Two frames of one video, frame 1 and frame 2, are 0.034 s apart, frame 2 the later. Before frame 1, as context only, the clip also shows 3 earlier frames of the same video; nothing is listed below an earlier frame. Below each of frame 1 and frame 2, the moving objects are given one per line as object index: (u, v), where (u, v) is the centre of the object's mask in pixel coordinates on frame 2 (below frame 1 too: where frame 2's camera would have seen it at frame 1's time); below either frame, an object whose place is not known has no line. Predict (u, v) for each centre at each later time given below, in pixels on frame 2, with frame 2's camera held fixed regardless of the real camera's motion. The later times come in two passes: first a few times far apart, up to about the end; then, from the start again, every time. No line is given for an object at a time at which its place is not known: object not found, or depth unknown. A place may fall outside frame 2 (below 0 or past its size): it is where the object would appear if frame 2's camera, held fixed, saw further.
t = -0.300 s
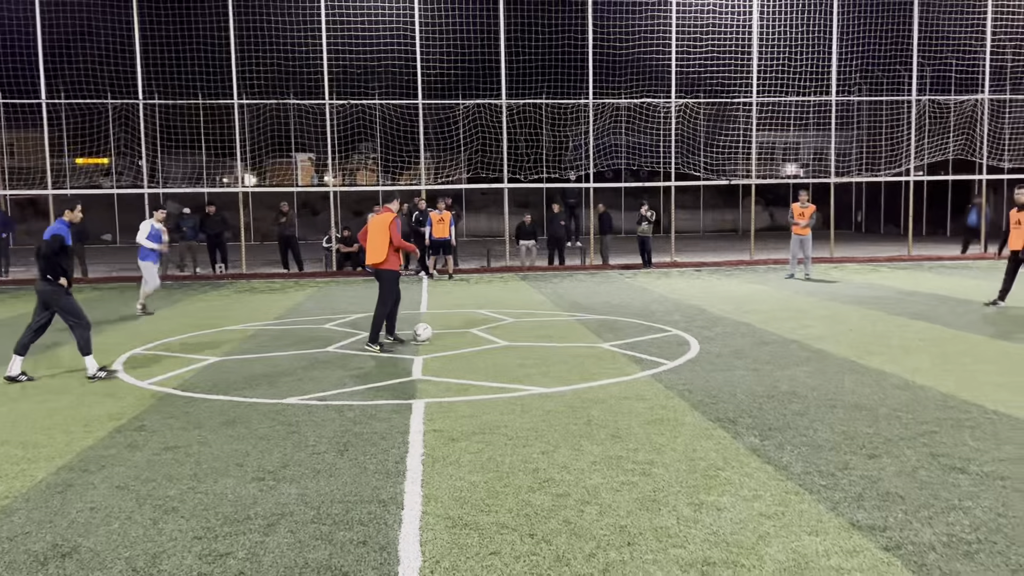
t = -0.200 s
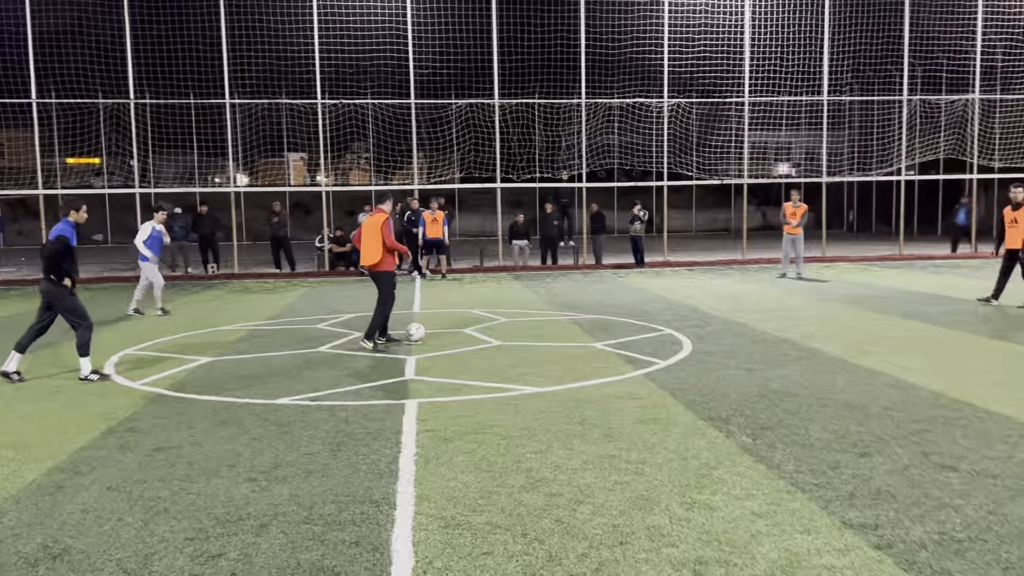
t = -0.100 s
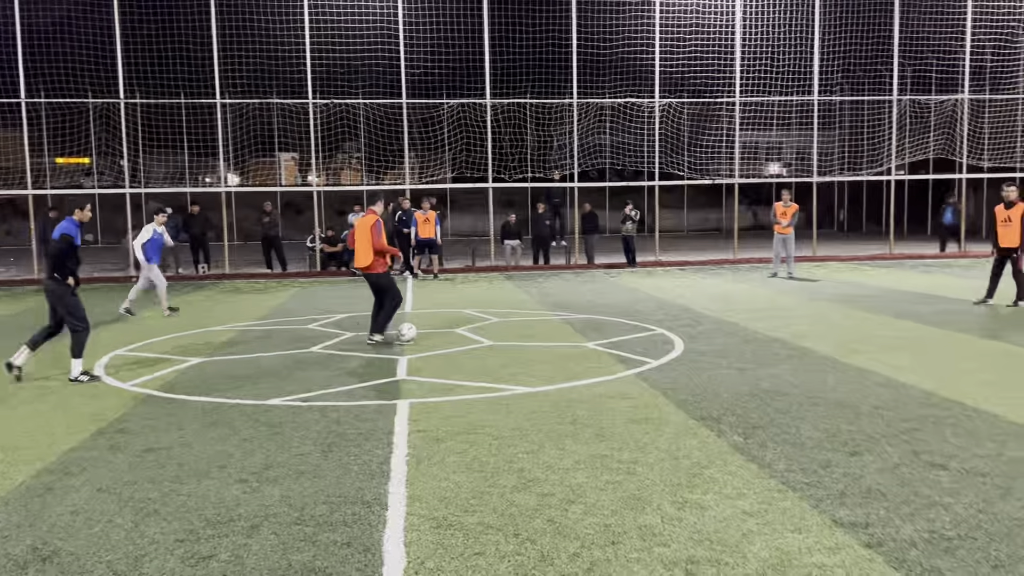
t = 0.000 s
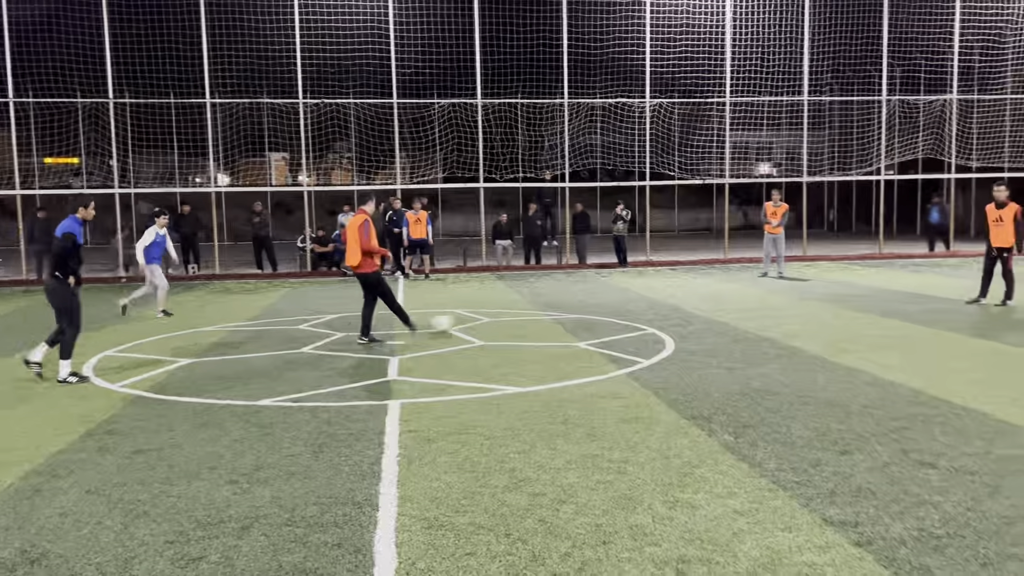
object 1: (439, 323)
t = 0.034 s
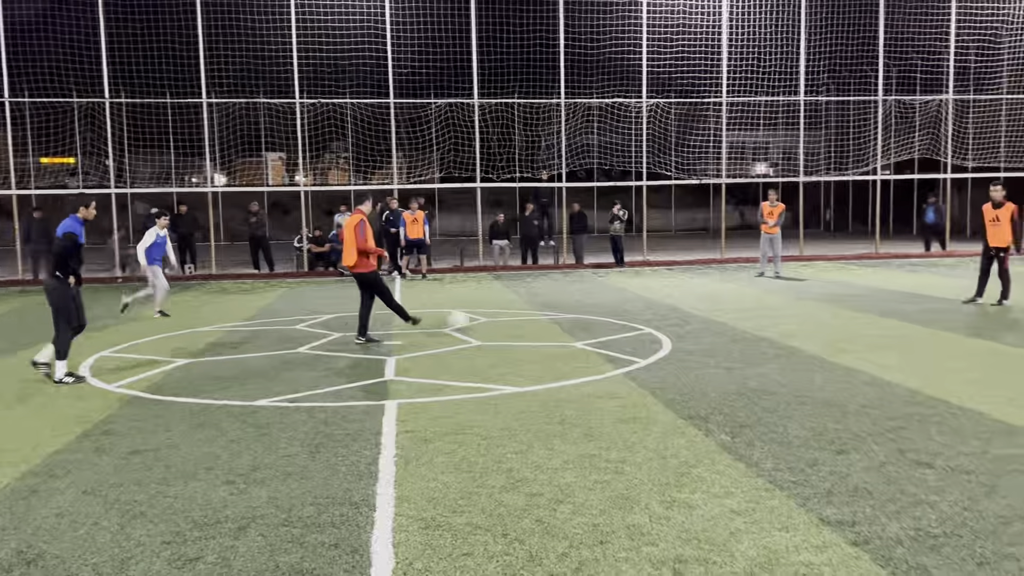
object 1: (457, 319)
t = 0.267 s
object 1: (569, 307)
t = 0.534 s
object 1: (648, 297)
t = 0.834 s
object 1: (706, 287)
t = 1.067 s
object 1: (744, 284)
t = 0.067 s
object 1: (476, 319)
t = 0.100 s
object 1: (495, 318)
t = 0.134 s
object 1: (513, 313)
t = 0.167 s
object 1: (526, 311)
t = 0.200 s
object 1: (544, 309)
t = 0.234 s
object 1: (557, 308)
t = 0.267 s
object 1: (569, 307)
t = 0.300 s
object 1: (582, 305)
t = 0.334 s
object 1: (592, 302)
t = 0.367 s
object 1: (602, 301)
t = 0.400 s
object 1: (614, 300)
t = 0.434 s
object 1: (622, 299)
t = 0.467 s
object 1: (631, 298)
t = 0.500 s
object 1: (640, 297)
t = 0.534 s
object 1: (648, 297)
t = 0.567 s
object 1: (655, 295)
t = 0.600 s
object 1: (661, 294)
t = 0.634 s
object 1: (668, 295)
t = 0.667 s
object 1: (675, 295)
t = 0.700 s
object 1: (682, 295)
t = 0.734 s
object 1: (689, 293)
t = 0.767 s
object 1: (695, 289)
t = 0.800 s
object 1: (701, 288)
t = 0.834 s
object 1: (706, 287)
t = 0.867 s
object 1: (712, 287)
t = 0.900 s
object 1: (718, 286)
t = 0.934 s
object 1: (723, 285)
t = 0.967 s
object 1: (728, 284)
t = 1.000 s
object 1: (733, 284)
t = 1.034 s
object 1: (738, 284)
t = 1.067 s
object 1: (744, 284)
